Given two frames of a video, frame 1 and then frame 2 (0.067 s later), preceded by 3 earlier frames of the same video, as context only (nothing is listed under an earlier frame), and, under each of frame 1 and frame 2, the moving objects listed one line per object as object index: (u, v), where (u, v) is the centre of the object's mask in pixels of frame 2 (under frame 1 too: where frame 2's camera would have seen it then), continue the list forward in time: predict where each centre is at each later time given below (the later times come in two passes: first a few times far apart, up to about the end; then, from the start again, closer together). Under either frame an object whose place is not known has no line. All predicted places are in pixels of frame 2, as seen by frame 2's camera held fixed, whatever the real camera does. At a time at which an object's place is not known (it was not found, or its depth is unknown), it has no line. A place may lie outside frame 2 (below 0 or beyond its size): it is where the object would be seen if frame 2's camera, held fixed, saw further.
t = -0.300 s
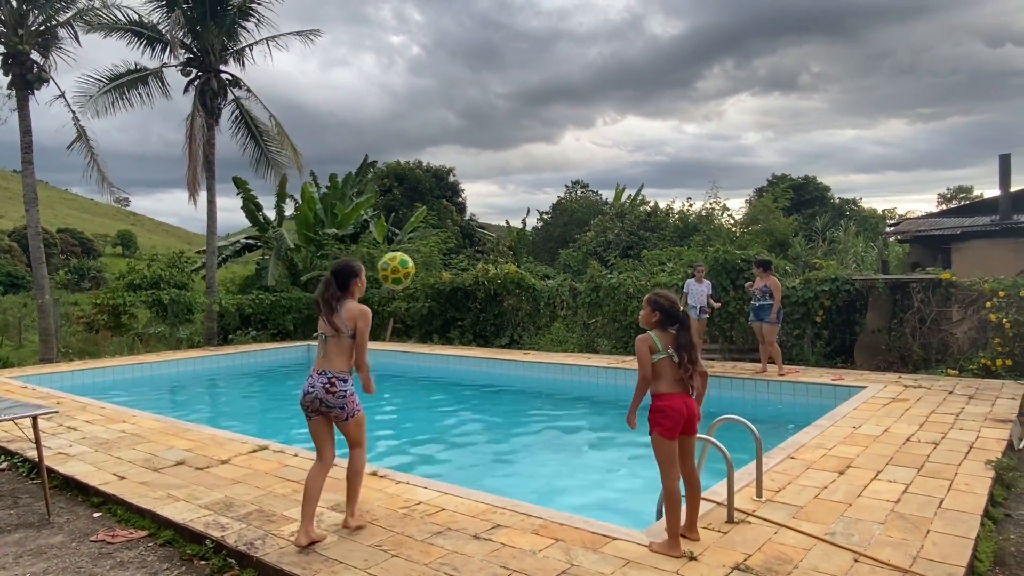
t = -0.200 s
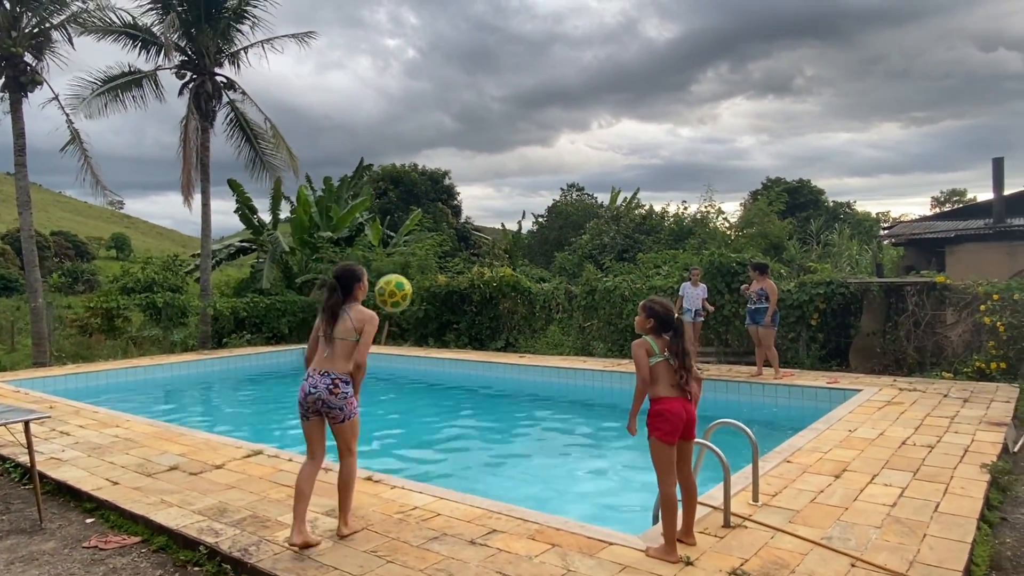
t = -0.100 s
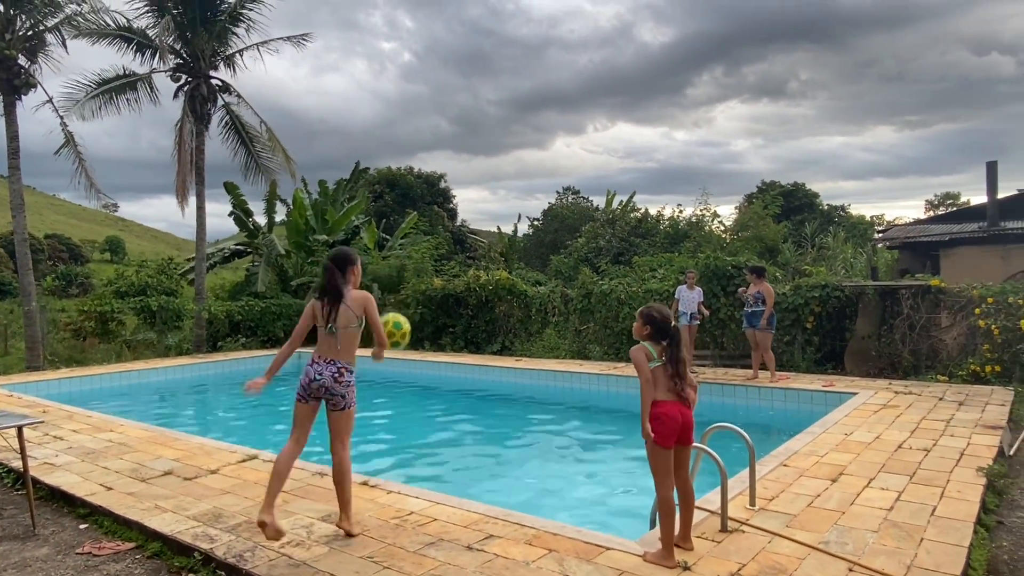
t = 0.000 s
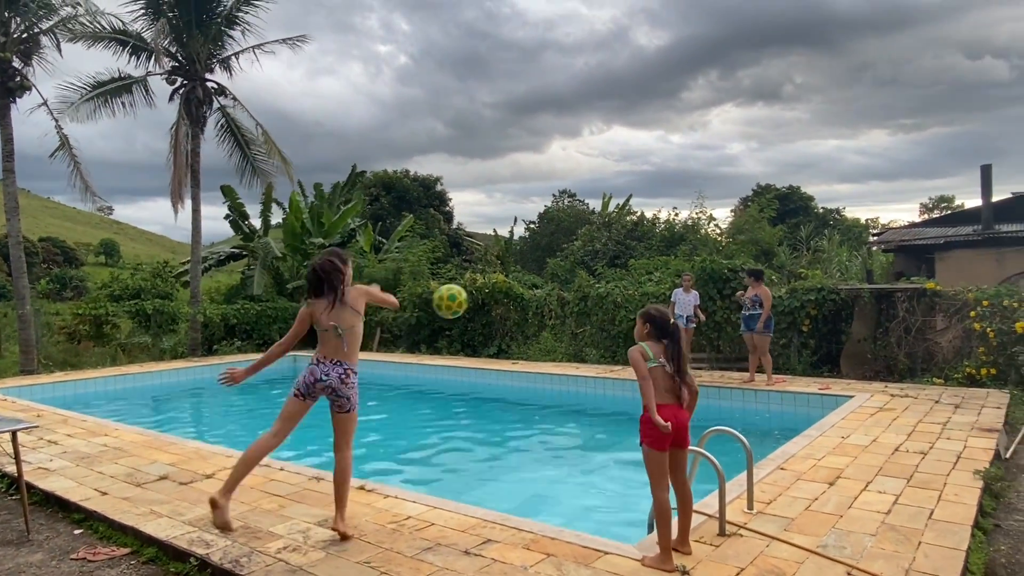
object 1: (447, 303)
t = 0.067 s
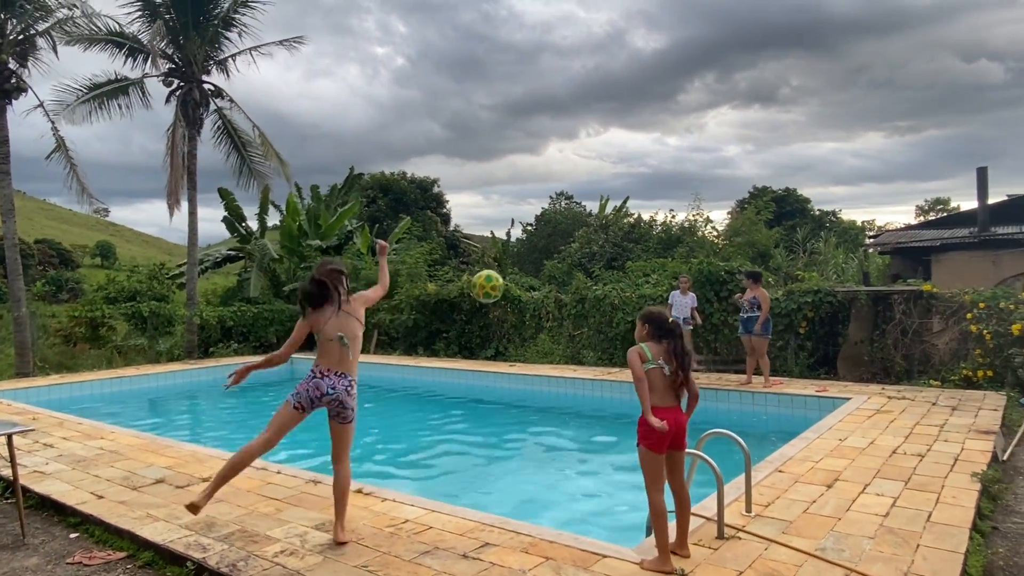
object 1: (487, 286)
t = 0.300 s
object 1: (603, 278)
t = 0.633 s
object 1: (717, 366)
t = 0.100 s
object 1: (506, 280)
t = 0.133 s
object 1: (524, 274)
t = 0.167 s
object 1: (541, 271)
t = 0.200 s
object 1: (558, 272)
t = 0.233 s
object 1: (574, 273)
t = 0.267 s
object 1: (589, 276)
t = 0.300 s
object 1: (603, 278)
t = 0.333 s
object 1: (616, 283)
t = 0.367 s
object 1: (629, 289)
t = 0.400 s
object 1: (641, 295)
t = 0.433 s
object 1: (653, 300)
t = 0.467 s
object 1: (668, 307)
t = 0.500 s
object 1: (681, 320)
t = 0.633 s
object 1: (717, 366)
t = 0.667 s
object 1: (727, 378)
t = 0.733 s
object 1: (746, 407)
